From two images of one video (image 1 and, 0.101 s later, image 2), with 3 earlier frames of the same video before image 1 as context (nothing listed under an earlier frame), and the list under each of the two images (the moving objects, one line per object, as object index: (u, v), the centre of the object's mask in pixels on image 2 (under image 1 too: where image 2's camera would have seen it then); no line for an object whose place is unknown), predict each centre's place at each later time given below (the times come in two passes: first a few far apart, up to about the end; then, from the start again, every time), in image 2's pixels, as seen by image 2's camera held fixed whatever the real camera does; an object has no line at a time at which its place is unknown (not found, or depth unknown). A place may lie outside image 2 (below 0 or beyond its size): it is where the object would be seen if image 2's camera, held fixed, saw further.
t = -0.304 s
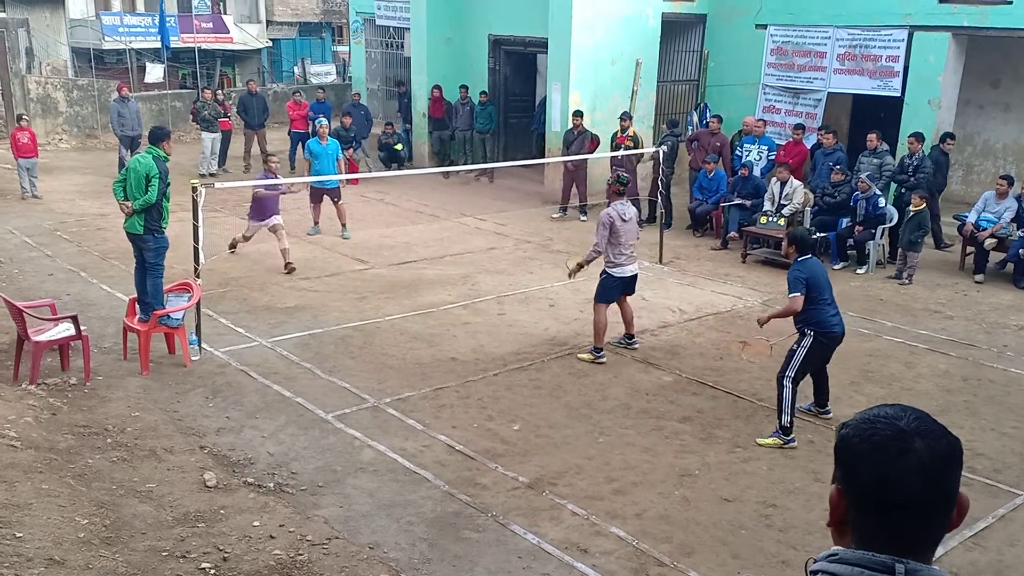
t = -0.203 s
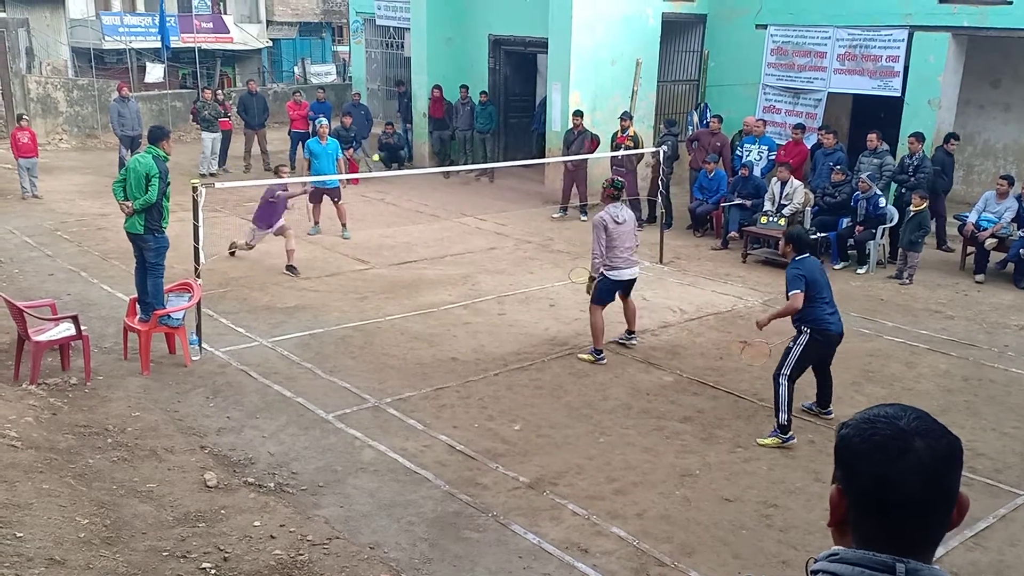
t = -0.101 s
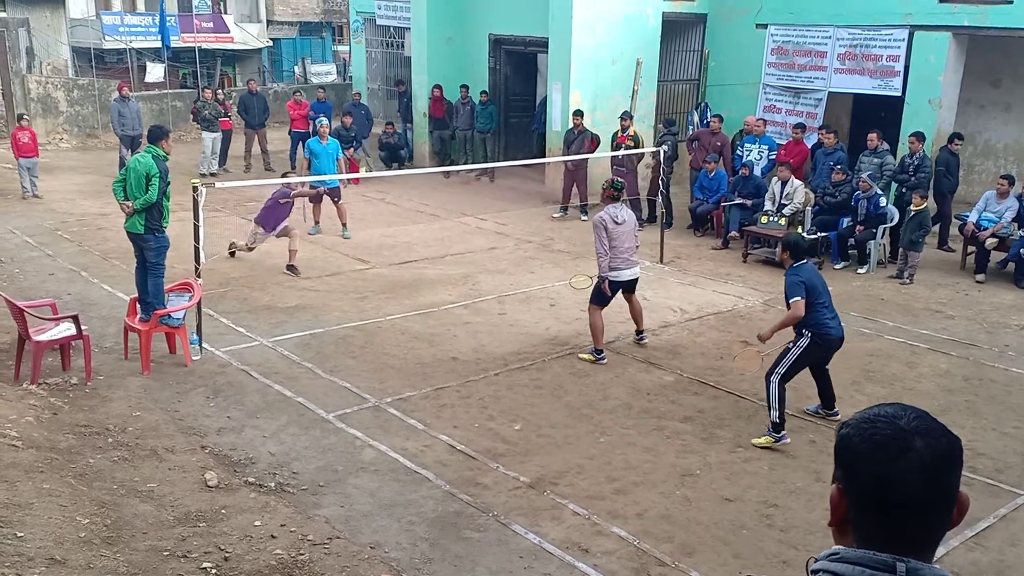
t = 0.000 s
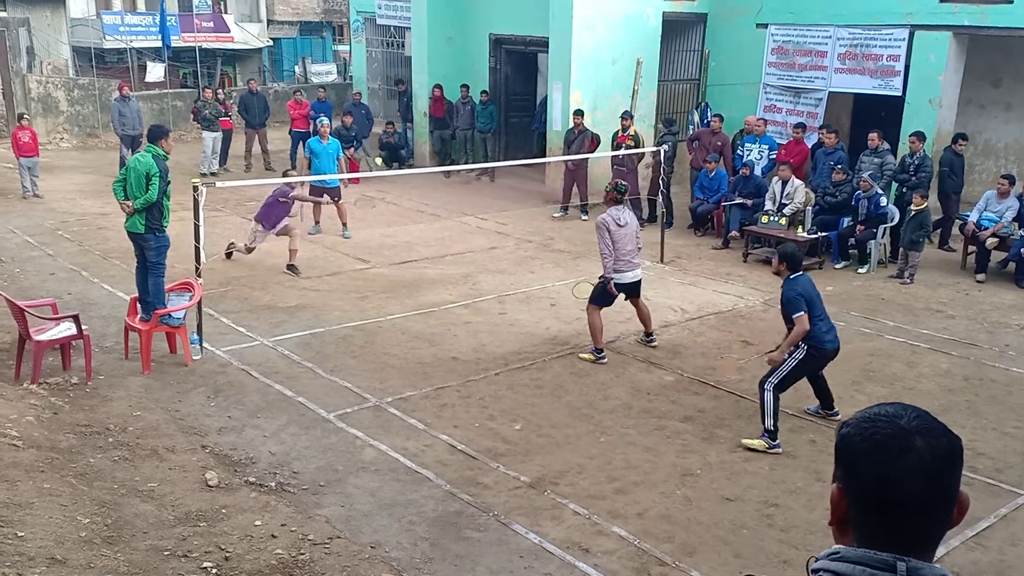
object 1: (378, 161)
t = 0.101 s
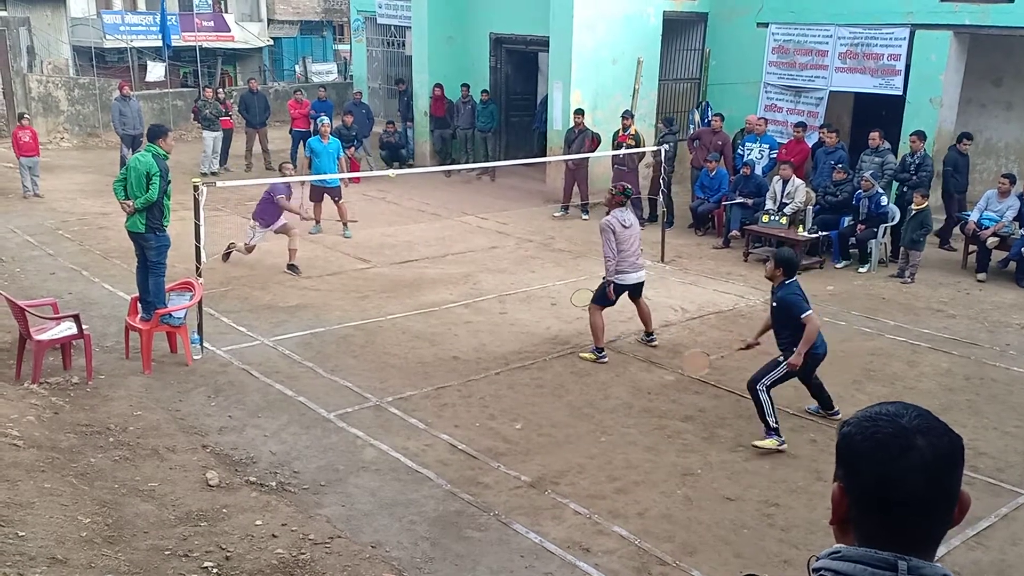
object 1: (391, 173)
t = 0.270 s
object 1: (412, 210)
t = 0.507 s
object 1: (437, 320)
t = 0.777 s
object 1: (457, 492)
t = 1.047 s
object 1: (459, 498)
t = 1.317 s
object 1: (456, 518)
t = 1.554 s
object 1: (457, 517)
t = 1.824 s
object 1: (460, 514)
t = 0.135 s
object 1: (396, 177)
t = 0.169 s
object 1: (401, 183)
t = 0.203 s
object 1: (404, 191)
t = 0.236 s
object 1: (408, 200)
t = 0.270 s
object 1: (412, 210)
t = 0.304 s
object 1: (416, 221)
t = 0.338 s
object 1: (420, 235)
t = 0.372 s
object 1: (423, 249)
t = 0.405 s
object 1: (427, 264)
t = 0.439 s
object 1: (431, 281)
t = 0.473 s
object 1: (434, 300)
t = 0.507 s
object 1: (437, 320)
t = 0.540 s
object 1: (440, 341)
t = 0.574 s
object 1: (443, 363)
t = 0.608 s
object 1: (446, 387)
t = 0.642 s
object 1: (448, 411)
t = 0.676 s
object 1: (450, 436)
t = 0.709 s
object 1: (453, 464)
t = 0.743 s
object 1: (456, 493)
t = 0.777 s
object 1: (457, 492)
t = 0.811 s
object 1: (457, 487)
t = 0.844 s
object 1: (457, 484)
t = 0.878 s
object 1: (457, 482)
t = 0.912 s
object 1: (457, 483)
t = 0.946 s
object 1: (457, 485)
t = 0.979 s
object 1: (457, 488)
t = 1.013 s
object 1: (458, 492)
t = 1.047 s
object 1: (459, 498)
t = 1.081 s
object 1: (460, 506)
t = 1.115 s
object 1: (461, 514)
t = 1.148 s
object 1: (460, 518)
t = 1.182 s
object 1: (459, 516)
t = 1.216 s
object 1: (458, 516)
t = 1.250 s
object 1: (457, 518)
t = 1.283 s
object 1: (456, 519)
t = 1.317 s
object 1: (456, 518)
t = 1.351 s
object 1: (456, 518)
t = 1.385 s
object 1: (456, 518)
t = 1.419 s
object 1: (456, 518)
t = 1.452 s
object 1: (456, 518)
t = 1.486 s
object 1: (456, 517)
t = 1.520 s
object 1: (457, 517)
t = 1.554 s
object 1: (457, 517)
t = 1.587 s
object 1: (457, 516)
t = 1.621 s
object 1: (457, 516)
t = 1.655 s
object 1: (457, 515)
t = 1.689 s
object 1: (458, 515)
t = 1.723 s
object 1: (459, 515)
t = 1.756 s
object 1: (459, 514)
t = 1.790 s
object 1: (460, 514)
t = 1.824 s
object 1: (460, 514)
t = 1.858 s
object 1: (461, 513)
